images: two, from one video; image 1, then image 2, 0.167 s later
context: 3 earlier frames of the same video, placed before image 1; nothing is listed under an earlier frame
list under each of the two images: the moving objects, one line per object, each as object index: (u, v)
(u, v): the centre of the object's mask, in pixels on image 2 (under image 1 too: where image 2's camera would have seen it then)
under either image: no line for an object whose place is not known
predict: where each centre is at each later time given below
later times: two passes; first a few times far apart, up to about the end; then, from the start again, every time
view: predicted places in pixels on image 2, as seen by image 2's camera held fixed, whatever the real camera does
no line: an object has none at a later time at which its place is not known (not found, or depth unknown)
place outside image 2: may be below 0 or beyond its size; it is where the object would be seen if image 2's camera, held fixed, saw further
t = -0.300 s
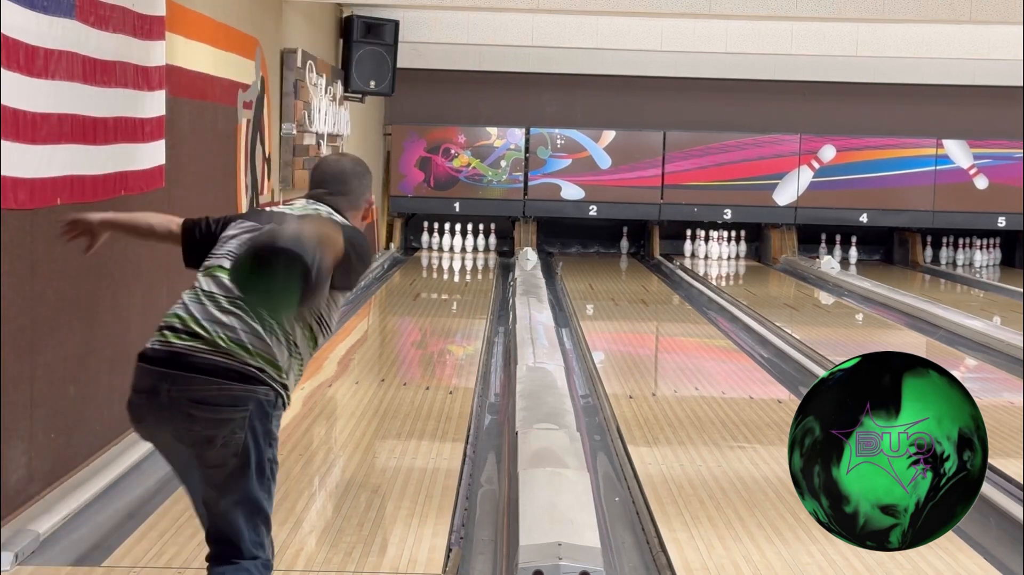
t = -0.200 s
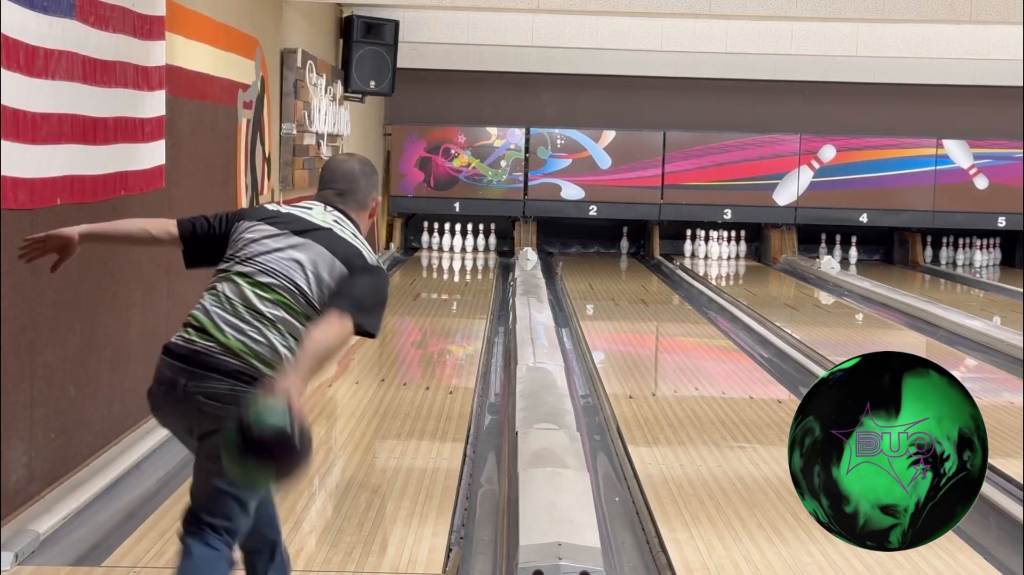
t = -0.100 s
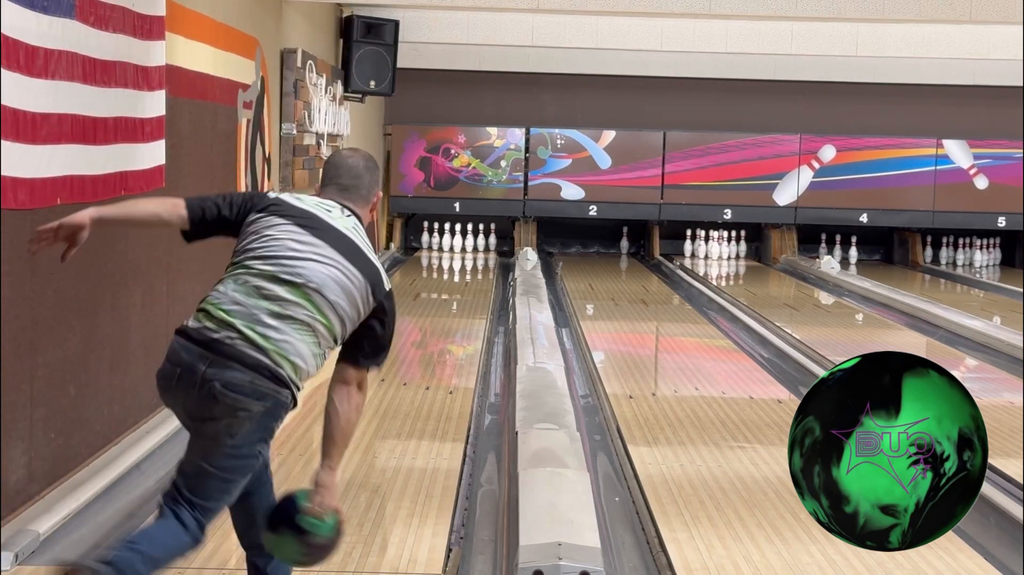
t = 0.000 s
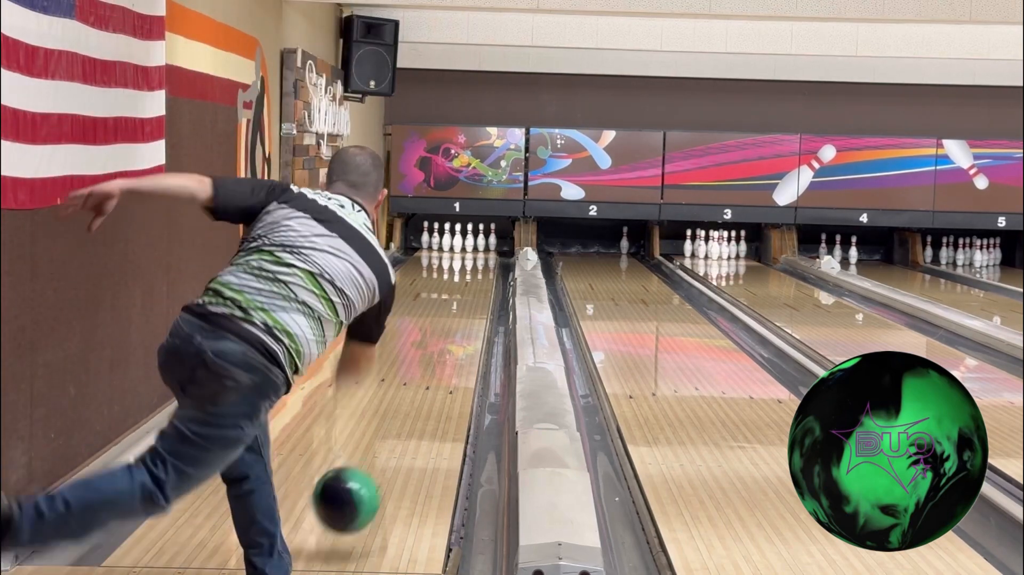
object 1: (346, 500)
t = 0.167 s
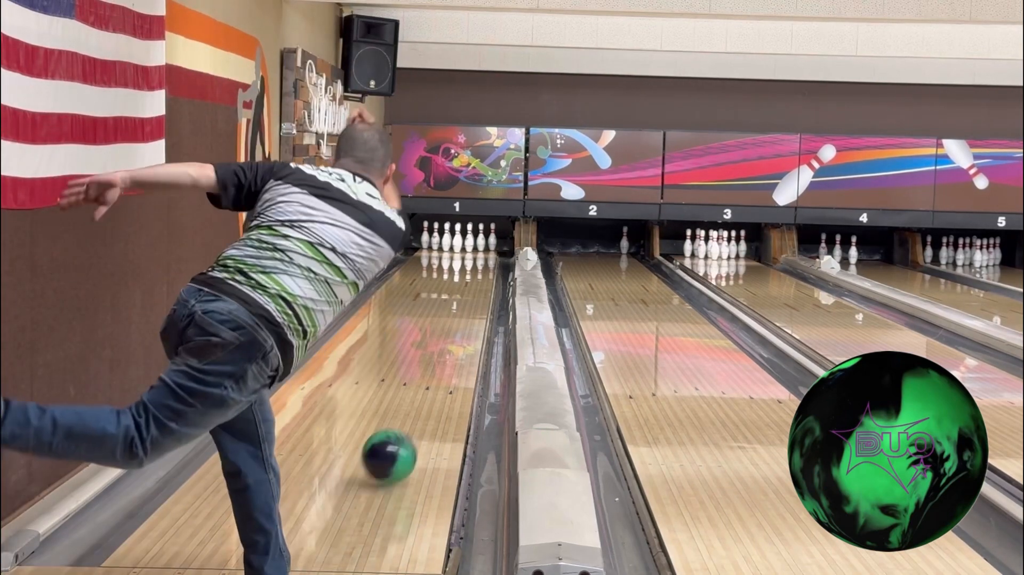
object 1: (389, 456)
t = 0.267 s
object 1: (408, 430)
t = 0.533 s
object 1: (443, 372)
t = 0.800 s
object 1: (463, 336)
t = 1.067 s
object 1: (474, 310)
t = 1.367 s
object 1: (481, 289)
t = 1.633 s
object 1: (481, 275)
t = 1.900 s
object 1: (477, 264)
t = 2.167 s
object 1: (471, 256)
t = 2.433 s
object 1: (464, 248)
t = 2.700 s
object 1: (457, 243)
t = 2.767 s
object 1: (451, 242)
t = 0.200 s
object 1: (396, 448)
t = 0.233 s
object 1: (402, 439)
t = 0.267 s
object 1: (408, 430)
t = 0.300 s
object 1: (413, 421)
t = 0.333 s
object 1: (419, 412)
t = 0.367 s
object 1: (423, 405)
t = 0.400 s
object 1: (428, 398)
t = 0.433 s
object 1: (432, 391)
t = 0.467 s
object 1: (436, 385)
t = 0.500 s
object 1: (439, 378)
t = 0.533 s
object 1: (443, 372)
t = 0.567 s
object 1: (446, 367)
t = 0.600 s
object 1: (449, 362)
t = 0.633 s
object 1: (451, 357)
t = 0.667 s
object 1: (454, 352)
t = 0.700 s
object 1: (456, 348)
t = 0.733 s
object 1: (459, 344)
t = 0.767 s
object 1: (461, 340)
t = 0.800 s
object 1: (463, 336)
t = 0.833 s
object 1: (465, 332)
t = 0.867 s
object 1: (466, 329)
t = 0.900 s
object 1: (468, 325)
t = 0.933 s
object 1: (469, 322)
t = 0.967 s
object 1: (471, 318)
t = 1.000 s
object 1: (472, 316)
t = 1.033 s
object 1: (473, 313)
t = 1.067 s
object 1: (474, 310)
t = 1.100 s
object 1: (475, 307)
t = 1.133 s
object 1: (476, 305)
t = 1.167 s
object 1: (477, 302)
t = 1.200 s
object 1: (478, 300)
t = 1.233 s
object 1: (478, 298)
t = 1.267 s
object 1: (479, 295)
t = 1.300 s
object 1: (479, 294)
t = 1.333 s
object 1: (480, 291)
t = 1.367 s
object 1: (481, 289)
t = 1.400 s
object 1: (480, 287)
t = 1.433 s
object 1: (481, 285)
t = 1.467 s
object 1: (481, 283)
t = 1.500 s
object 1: (482, 282)
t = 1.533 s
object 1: (482, 280)
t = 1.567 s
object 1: (481, 279)
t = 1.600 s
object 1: (481, 276)
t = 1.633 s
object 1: (481, 275)
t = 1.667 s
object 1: (481, 274)
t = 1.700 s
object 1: (481, 272)
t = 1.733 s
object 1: (480, 271)
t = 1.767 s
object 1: (480, 269)
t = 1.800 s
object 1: (479, 268)
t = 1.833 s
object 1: (479, 267)
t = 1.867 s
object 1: (479, 266)
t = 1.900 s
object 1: (477, 264)
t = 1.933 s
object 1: (477, 263)
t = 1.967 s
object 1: (477, 262)
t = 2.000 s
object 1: (476, 260)
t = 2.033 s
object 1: (475, 259)
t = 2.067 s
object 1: (475, 259)
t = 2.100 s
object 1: (474, 258)
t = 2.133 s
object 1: (472, 256)
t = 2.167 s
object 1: (471, 256)
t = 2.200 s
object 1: (470, 254)
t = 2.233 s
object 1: (470, 254)
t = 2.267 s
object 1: (469, 253)
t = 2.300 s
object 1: (468, 251)
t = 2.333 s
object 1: (467, 251)
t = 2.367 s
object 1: (466, 249)
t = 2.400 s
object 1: (465, 249)
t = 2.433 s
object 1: (464, 248)
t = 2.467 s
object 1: (462, 247)
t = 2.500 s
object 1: (460, 246)
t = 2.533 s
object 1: (459, 246)
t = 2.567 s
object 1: (459, 245)
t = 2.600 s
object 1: (460, 244)
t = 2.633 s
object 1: (458, 244)
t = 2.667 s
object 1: (458, 242)
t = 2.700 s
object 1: (457, 243)
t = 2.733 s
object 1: (453, 241)
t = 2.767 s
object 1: (451, 242)
